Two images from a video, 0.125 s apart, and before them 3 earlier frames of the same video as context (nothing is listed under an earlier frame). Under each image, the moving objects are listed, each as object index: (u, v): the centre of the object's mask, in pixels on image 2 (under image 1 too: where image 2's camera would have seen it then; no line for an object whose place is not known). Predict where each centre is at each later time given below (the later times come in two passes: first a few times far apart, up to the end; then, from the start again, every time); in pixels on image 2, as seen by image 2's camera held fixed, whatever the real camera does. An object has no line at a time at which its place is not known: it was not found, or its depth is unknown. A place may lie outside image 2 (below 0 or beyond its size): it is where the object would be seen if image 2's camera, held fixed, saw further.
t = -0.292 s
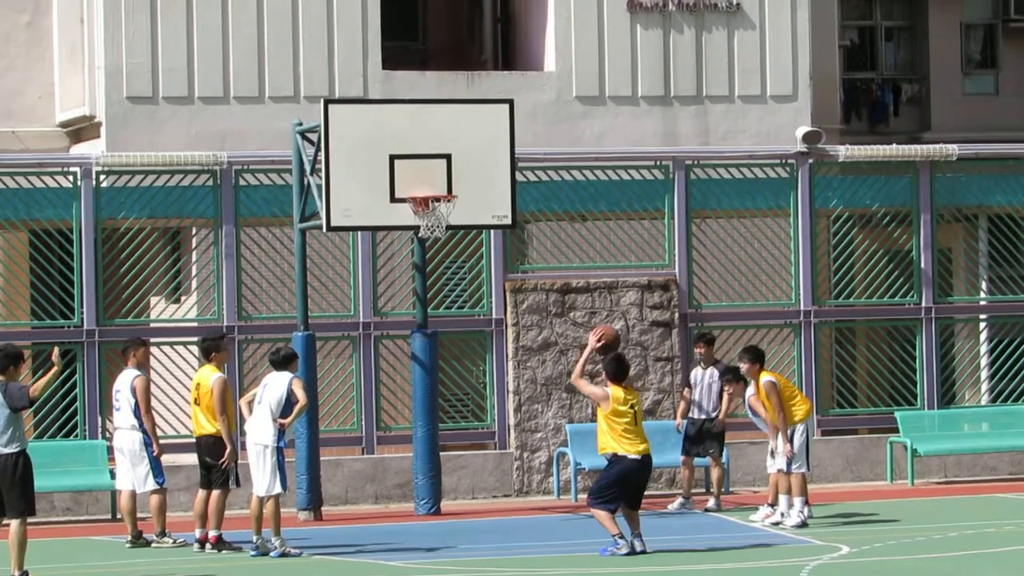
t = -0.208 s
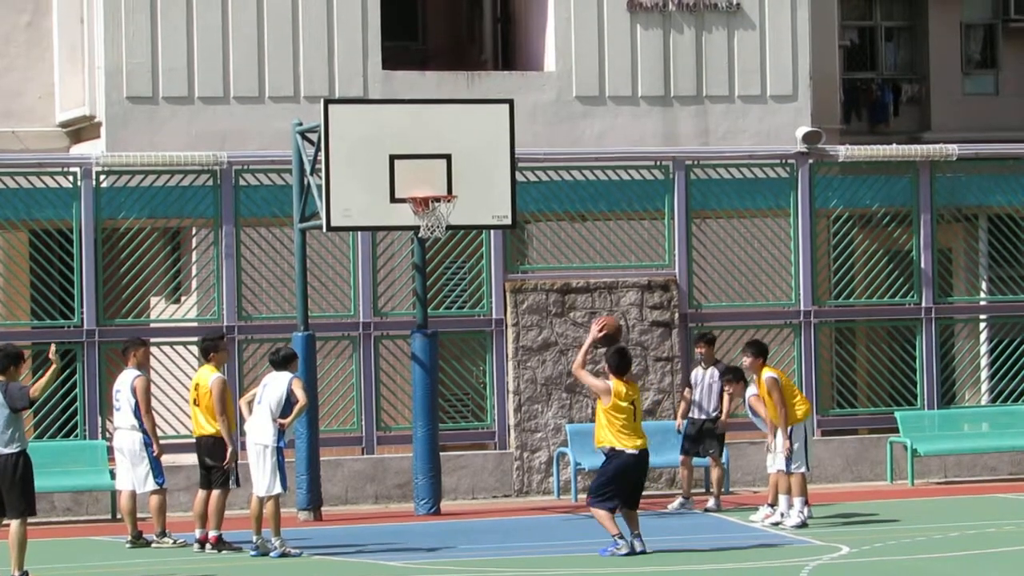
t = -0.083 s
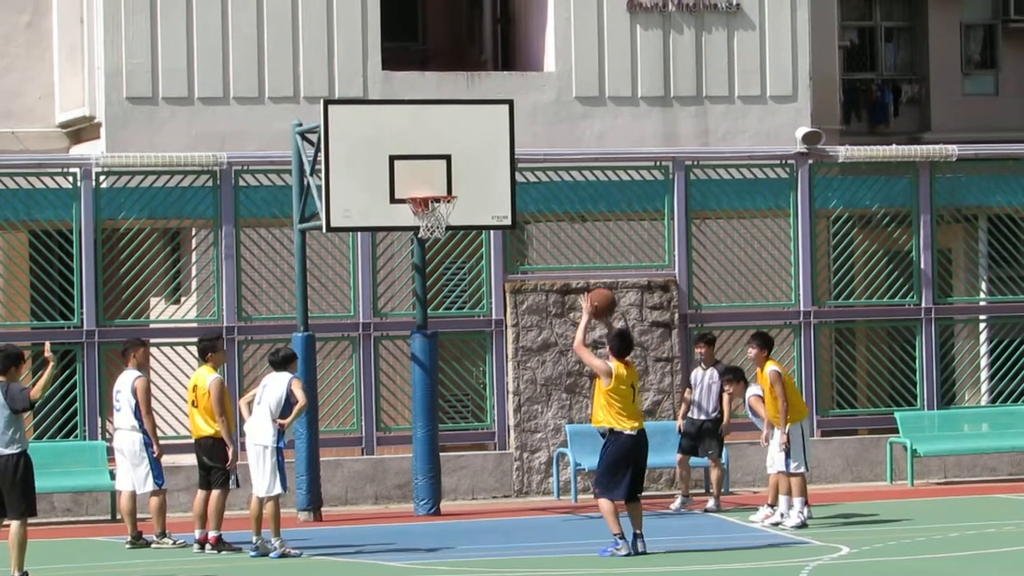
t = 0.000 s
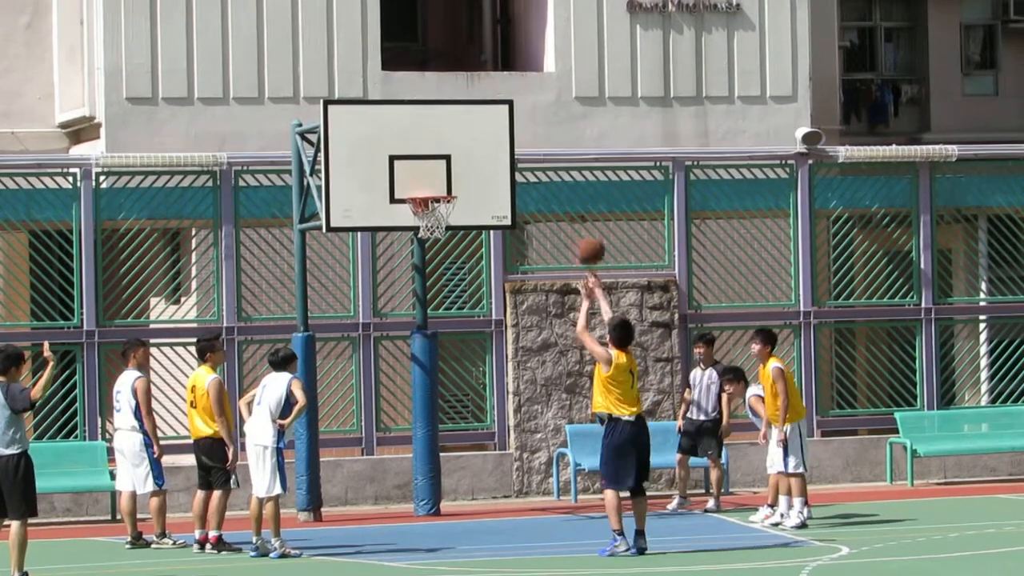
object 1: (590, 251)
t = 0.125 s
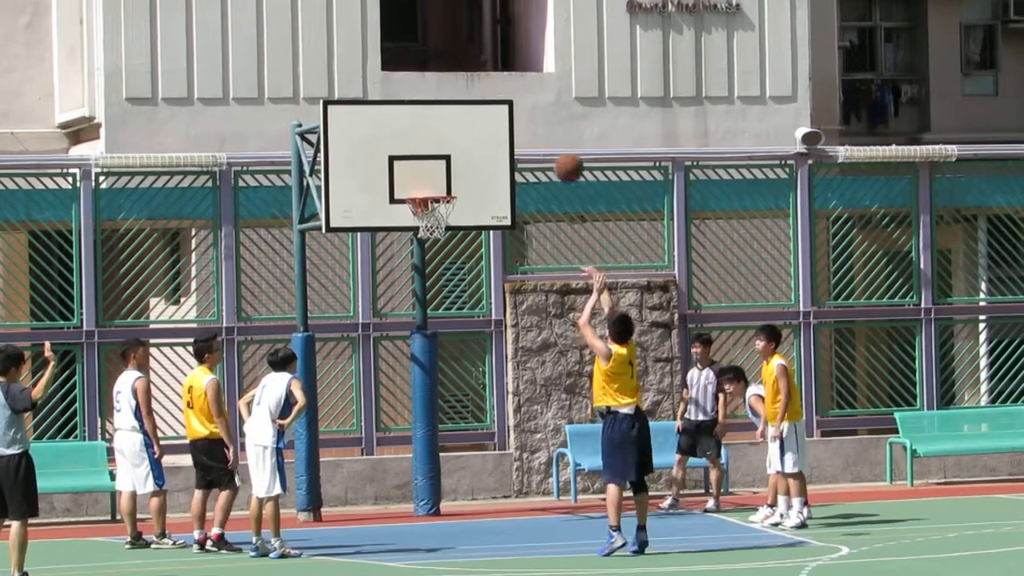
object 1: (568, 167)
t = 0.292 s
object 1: (542, 90)
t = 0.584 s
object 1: (499, 40)
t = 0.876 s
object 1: (462, 87)
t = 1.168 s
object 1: (433, 219)
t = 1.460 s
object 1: (423, 327)
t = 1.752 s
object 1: (420, 517)
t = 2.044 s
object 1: (428, 377)
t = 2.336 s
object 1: (441, 326)
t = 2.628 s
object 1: (455, 364)
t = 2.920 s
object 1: (473, 497)
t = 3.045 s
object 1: (477, 482)
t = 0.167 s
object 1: (562, 145)
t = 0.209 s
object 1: (555, 124)
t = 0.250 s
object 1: (549, 106)
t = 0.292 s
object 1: (542, 90)
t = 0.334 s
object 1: (536, 76)
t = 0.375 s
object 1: (529, 65)
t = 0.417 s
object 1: (523, 56)
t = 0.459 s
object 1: (517, 49)
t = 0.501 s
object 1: (511, 43)
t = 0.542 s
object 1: (505, 40)
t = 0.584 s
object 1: (499, 40)
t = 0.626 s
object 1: (494, 40)
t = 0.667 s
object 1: (488, 43)
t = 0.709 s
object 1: (482, 47)
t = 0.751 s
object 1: (475, 53)
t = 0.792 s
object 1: (471, 63)
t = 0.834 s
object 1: (467, 74)
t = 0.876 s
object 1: (462, 87)
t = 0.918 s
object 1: (456, 101)
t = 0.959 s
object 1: (451, 116)
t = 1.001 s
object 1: (446, 134)
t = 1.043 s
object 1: (441, 153)
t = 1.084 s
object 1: (436, 174)
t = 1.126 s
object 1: (432, 197)
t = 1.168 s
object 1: (433, 219)
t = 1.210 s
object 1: (426, 234)
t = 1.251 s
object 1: (426, 244)
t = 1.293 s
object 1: (424, 257)
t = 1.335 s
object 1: (424, 271)
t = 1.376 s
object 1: (423, 287)
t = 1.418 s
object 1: (422, 307)
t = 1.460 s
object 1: (423, 327)
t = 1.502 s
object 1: (421, 349)
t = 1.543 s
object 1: (421, 371)
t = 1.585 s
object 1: (421, 397)
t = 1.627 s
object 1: (420, 424)
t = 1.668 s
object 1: (419, 454)
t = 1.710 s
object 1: (419, 485)
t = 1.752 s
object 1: (420, 517)
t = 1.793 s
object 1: (420, 492)
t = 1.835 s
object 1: (421, 469)
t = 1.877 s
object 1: (422, 446)
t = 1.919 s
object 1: (424, 427)
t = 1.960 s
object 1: (425, 408)
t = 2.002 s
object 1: (426, 393)
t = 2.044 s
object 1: (428, 377)
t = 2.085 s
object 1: (429, 364)
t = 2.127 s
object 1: (432, 352)
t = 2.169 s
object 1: (433, 343)
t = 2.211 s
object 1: (434, 336)
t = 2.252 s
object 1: (438, 331)
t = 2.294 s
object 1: (439, 327)
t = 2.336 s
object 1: (441, 326)
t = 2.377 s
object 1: (443, 326)
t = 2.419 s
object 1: (445, 327)
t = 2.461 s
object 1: (447, 331)
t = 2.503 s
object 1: (449, 336)
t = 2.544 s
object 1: (450, 344)
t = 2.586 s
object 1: (452, 352)
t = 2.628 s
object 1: (455, 364)
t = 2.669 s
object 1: (457, 377)
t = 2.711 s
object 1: (459, 392)
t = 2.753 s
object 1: (461, 409)
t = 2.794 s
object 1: (464, 427)
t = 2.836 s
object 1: (466, 448)
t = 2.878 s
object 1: (469, 472)
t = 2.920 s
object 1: (473, 497)
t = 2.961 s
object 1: (475, 521)
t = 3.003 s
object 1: (476, 500)
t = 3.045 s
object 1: (477, 482)
